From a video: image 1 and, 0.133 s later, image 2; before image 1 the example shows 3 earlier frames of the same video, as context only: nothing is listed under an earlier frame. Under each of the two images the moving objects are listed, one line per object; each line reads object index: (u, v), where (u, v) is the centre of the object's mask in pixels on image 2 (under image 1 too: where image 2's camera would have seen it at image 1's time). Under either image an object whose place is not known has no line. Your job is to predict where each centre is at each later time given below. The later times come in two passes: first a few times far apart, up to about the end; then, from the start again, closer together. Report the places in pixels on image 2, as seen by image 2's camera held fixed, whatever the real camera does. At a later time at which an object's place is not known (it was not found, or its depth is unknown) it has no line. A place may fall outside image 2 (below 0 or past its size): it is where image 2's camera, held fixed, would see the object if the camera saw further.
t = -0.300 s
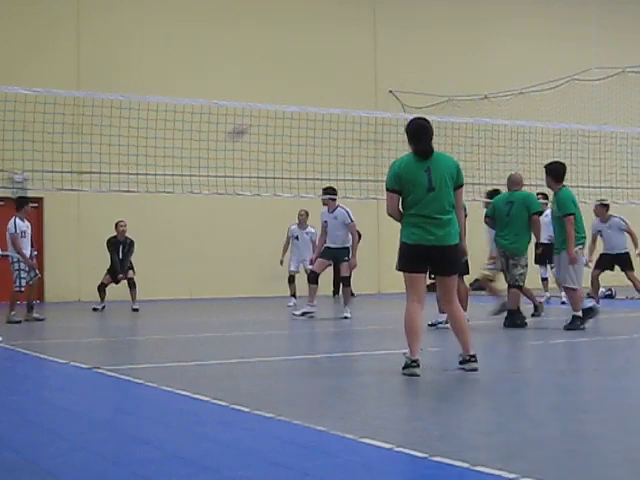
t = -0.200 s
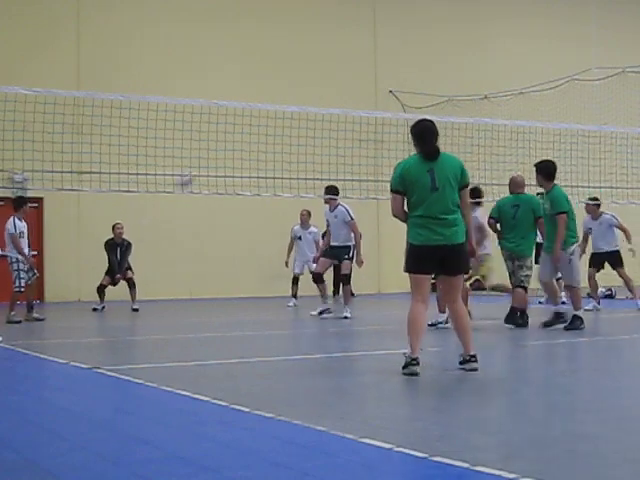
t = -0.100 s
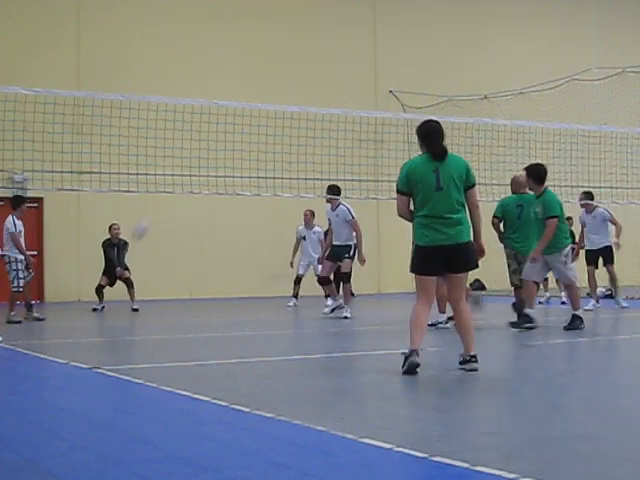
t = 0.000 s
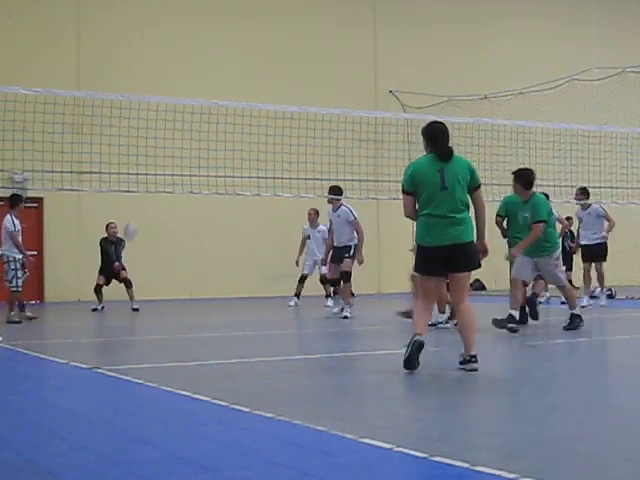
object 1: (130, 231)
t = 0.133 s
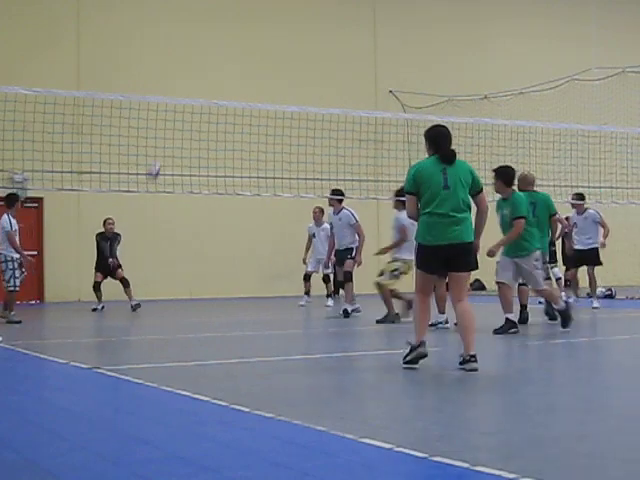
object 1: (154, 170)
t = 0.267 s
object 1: (179, 123)
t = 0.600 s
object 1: (245, 48)
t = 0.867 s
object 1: (300, 39)
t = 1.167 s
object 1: (366, 89)
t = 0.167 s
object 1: (160, 159)
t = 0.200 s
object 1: (166, 146)
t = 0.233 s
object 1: (172, 135)
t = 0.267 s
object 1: (179, 123)
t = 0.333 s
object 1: (191, 107)
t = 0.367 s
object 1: (198, 92)
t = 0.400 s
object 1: (205, 84)
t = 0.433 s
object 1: (211, 77)
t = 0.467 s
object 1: (218, 70)
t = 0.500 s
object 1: (225, 63)
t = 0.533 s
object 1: (231, 57)
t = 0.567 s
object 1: (237, 52)
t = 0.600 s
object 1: (245, 48)
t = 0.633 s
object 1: (252, 44)
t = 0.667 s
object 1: (258, 42)
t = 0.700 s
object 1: (265, 40)
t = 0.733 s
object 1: (272, 38)
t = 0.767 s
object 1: (279, 37)
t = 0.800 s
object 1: (285, 37)
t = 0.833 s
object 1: (293, 37)
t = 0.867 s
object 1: (300, 39)
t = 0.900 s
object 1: (307, 42)
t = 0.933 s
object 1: (315, 46)
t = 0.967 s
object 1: (321, 49)
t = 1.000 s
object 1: (329, 54)
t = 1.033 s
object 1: (336, 59)
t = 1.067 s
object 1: (343, 65)
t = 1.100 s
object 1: (351, 72)
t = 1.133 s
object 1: (358, 80)
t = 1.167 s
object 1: (366, 89)
